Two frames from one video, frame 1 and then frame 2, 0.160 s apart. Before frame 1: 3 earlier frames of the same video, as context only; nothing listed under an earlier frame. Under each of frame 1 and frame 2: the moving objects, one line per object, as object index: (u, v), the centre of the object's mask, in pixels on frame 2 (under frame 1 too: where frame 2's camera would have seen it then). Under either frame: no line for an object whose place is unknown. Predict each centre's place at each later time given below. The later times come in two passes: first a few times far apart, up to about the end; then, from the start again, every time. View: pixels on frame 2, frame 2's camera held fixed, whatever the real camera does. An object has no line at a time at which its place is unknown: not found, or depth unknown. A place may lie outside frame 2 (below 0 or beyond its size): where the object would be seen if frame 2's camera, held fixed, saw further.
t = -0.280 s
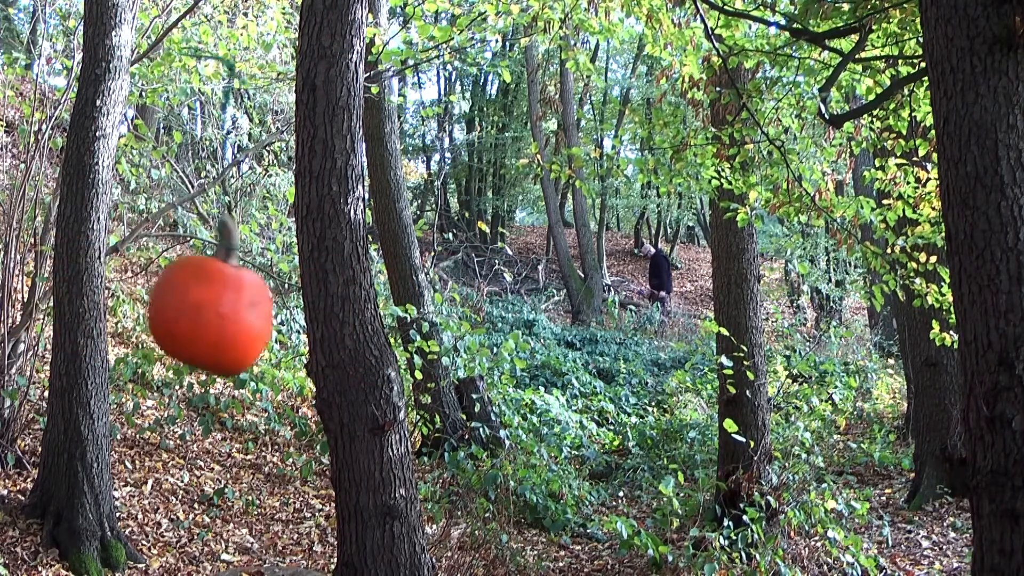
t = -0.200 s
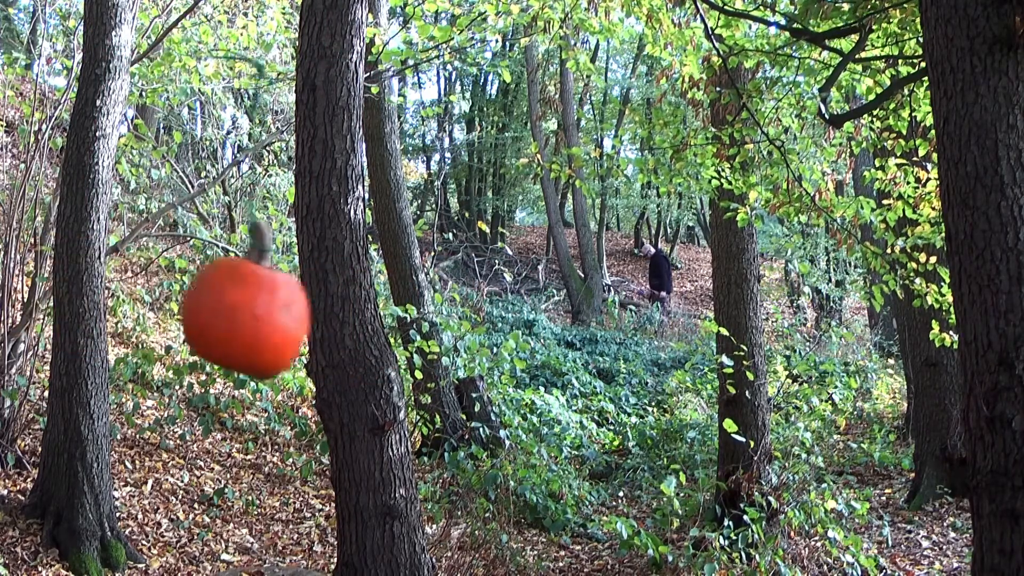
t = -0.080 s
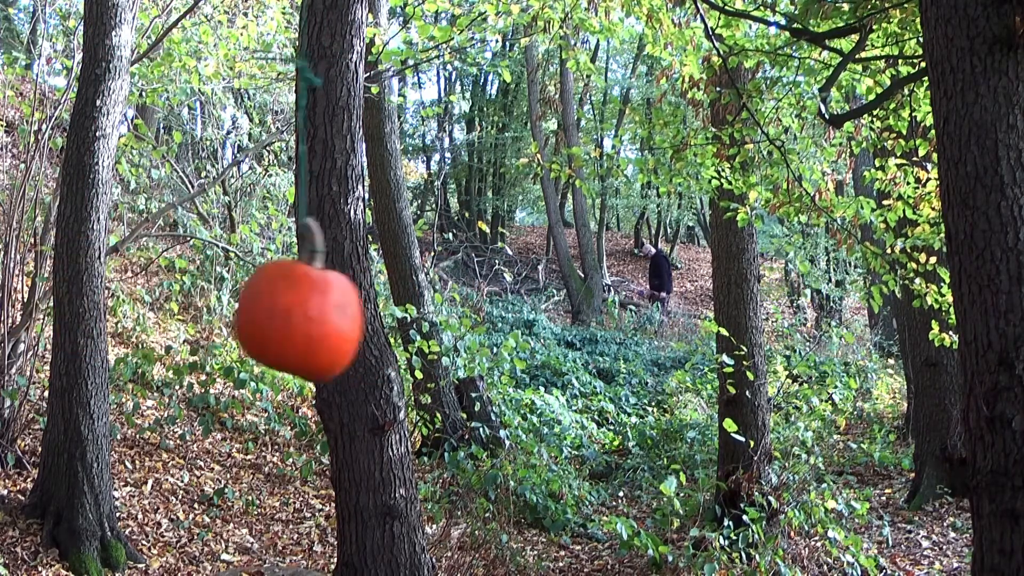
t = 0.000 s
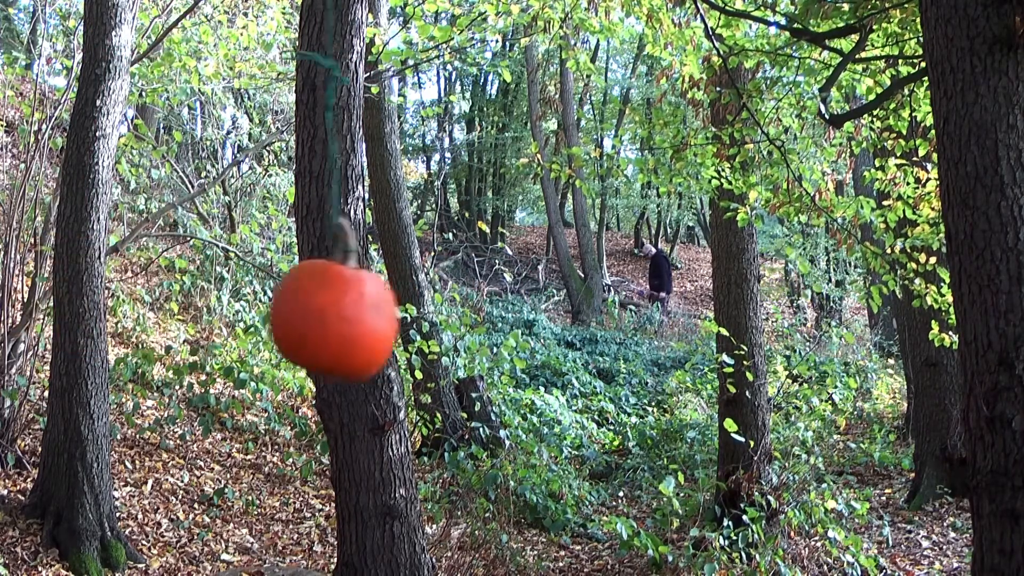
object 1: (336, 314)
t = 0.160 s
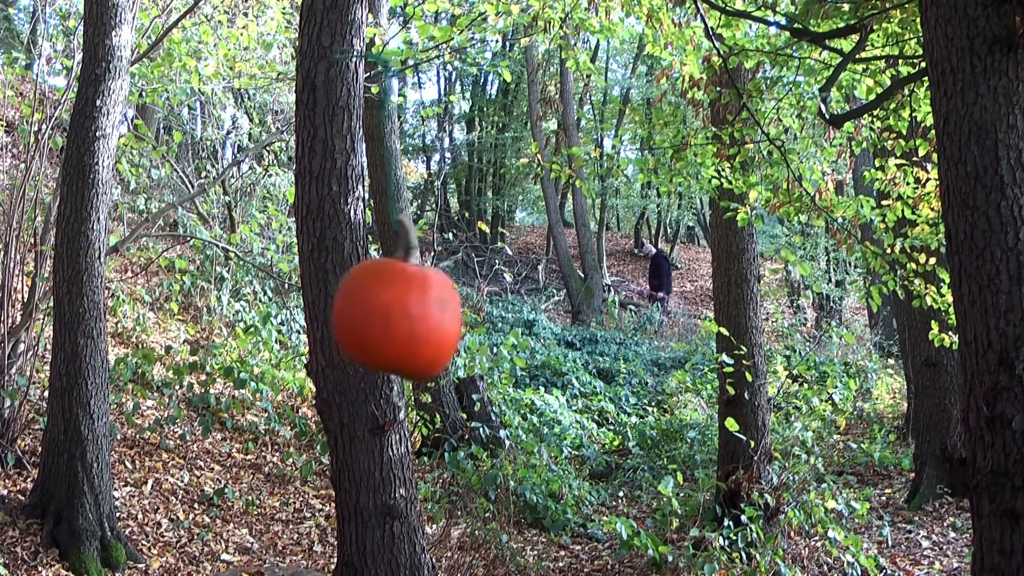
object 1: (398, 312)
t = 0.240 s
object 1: (425, 311)
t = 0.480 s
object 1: (477, 307)
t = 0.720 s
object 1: (475, 307)
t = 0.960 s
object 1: (418, 311)
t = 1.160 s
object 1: (341, 314)
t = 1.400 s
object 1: (236, 313)
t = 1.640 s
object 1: (142, 303)
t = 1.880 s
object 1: (82, 293)
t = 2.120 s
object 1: (68, 290)
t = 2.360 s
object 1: (102, 296)
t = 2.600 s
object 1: (176, 308)
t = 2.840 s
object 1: (278, 316)
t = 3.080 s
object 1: (377, 316)
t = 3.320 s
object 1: (452, 311)
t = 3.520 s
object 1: (479, 308)
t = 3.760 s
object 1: (460, 310)
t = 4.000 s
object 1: (391, 314)
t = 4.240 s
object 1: (295, 316)
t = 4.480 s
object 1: (191, 310)
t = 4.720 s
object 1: (111, 299)
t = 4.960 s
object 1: (73, 291)
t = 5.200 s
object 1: (80, 292)
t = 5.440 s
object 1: (133, 301)
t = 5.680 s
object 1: (221, 312)
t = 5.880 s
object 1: (308, 316)
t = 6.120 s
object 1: (401, 312)
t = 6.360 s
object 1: (463, 309)
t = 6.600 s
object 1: (475, 309)
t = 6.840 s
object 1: (432, 312)
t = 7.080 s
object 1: (348, 315)
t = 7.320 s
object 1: (246, 314)
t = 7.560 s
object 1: (152, 305)
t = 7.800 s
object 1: (90, 295)
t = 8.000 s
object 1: (73, 291)
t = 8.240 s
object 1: (93, 295)
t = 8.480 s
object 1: (157, 305)
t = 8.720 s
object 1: (252, 313)
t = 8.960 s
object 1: (353, 315)
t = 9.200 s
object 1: (433, 312)
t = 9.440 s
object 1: (473, 308)
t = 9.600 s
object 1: (469, 308)
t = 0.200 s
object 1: (412, 311)
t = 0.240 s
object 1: (425, 311)
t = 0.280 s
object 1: (438, 309)
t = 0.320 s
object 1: (448, 308)
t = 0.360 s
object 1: (458, 309)
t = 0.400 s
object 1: (465, 308)
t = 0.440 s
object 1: (472, 307)
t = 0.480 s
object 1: (477, 307)
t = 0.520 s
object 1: (481, 306)
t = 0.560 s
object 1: (482, 306)
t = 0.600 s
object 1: (482, 306)
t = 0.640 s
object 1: (482, 306)
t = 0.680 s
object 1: (479, 306)
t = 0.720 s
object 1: (475, 307)
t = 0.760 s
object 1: (468, 307)
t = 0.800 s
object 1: (462, 308)
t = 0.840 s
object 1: (452, 308)
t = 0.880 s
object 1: (442, 309)
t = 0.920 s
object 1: (431, 310)
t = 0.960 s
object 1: (418, 311)
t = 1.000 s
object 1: (403, 312)
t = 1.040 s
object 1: (389, 312)
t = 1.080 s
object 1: (374, 313)
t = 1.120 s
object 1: (358, 313)
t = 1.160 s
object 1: (341, 314)
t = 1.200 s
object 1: (325, 314)
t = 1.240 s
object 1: (308, 315)
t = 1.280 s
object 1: (290, 315)
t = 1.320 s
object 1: (272, 315)
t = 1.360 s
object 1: (254, 314)
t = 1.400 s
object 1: (236, 313)
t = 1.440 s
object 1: (218, 312)
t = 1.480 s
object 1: (202, 310)
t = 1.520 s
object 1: (186, 308)
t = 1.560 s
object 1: (170, 307)
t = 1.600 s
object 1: (156, 304)
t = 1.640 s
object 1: (142, 303)
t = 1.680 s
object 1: (128, 301)
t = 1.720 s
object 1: (116, 299)
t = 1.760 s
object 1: (108, 297)
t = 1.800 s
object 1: (98, 295)
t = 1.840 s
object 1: (90, 294)
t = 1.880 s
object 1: (82, 293)
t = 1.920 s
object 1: (77, 292)
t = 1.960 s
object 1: (73, 291)
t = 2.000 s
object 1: (69, 290)
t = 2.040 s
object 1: (68, 290)
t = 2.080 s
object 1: (68, 290)
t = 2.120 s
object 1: (68, 290)
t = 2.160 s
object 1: (70, 290)
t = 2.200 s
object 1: (75, 291)
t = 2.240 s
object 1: (79, 292)
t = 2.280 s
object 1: (86, 293)
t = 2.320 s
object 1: (93, 295)
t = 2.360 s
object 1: (102, 296)
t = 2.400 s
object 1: (111, 298)
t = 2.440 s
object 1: (122, 300)
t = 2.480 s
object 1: (134, 301)
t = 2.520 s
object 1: (148, 304)
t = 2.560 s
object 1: (162, 306)
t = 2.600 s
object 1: (176, 308)
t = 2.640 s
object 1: (192, 310)
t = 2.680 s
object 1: (208, 311)
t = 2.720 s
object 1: (225, 312)
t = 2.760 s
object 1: (243, 314)
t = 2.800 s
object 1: (261, 315)
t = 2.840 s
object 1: (278, 316)
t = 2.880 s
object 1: (296, 316)
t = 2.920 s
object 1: (313, 316)
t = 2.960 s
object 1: (329, 316)
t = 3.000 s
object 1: (347, 316)
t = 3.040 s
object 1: (362, 315)
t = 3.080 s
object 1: (377, 316)
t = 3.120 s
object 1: (392, 315)
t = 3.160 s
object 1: (407, 314)
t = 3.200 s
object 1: (419, 313)
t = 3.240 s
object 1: (432, 312)
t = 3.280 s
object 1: (442, 312)
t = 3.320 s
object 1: (452, 311)
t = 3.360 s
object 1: (460, 310)
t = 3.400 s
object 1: (467, 309)
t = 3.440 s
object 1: (473, 309)
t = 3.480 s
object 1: (476, 309)
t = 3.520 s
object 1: (479, 308)
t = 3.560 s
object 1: (479, 308)
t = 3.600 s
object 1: (479, 308)
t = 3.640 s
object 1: (477, 309)
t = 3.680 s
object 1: (472, 309)
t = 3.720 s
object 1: (467, 310)
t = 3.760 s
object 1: (460, 310)
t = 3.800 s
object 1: (451, 310)
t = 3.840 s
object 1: (442, 311)
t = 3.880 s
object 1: (431, 312)
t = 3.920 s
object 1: (419, 313)
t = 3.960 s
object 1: (405, 315)
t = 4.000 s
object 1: (391, 314)
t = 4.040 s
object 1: (376, 315)
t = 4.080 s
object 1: (361, 315)
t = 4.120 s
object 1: (345, 315)
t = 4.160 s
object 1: (328, 316)
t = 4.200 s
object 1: (312, 315)
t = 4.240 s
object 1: (295, 316)
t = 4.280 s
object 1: (277, 316)
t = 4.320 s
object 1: (259, 315)
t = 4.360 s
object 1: (241, 314)
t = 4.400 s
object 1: (224, 312)
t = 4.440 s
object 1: (208, 311)
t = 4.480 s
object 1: (191, 310)
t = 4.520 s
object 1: (175, 308)
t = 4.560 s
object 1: (161, 306)
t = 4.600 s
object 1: (147, 305)
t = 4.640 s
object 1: (134, 302)
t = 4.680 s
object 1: (122, 301)
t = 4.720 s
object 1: (111, 299)
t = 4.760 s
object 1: (102, 297)
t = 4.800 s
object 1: (93, 296)
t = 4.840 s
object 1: (87, 293)
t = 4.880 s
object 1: (81, 292)
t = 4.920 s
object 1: (76, 292)
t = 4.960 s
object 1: (73, 291)
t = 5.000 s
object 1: (71, 291)
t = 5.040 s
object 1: (71, 291)
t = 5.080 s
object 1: (71, 290)
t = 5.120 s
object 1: (72, 291)
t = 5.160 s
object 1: (76, 291)
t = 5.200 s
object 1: (80, 292)
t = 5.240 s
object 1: (86, 293)
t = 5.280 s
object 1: (92, 295)
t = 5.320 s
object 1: (101, 296)
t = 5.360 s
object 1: (110, 298)
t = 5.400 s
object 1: (121, 300)
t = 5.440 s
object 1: (133, 301)
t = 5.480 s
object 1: (145, 303)
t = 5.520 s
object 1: (159, 305)
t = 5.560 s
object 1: (174, 307)
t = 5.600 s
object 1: (189, 309)
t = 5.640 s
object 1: (205, 311)
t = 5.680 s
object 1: (221, 312)
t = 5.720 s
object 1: (238, 313)
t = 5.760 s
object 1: (257, 315)
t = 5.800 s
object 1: (274, 316)
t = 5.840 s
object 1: (292, 316)
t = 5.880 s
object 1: (308, 316)
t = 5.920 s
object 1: (325, 315)
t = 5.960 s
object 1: (342, 315)
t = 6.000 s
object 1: (357, 315)
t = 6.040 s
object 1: (372, 315)
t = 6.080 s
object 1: (387, 314)
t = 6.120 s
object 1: (401, 312)
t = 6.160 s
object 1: (414, 313)
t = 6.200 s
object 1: (427, 312)
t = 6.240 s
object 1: (438, 311)
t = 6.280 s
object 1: (449, 311)
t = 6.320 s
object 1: (456, 310)
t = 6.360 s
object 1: (463, 309)
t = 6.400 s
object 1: (469, 309)
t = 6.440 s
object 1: (474, 309)
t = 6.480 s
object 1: (476, 308)
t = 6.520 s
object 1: (477, 308)
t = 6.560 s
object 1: (476, 308)
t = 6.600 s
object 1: (475, 309)
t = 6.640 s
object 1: (472, 308)
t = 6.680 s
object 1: (466, 309)
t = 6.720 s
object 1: (459, 310)
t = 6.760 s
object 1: (452, 311)
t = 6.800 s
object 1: (443, 312)
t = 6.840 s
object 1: (432, 312)
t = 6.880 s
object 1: (420, 313)
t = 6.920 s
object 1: (407, 314)
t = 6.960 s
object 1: (393, 313)
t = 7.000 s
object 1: (378, 315)
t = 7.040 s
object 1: (364, 315)
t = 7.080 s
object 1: (348, 315)
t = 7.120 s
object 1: (331, 316)
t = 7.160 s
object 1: (315, 315)
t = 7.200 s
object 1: (298, 316)
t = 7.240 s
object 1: (281, 317)
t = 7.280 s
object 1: (263, 315)
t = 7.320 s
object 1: (246, 314)
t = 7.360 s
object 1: (227, 314)
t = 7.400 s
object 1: (212, 312)
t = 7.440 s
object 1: (195, 310)
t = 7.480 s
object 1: (180, 309)
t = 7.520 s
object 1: (166, 307)
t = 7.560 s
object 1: (152, 305)
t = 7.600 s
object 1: (138, 303)
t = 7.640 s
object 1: (126, 301)
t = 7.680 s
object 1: (116, 300)
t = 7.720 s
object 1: (107, 298)
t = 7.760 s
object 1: (98, 296)
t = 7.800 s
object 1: (90, 295)
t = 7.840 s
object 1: (84, 294)
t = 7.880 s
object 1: (80, 292)
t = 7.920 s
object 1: (76, 292)
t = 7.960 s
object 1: (74, 291)
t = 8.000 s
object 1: (73, 291)
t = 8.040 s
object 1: (73, 291)
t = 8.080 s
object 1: (74, 291)
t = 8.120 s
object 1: (77, 292)
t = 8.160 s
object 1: (81, 293)
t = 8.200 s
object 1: (87, 293)
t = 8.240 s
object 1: (93, 295)
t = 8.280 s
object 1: (101, 296)
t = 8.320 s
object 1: (109, 298)
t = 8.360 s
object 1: (120, 300)
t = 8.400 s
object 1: (131, 302)
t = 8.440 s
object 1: (144, 303)
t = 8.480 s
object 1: (157, 305)
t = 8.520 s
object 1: (171, 307)
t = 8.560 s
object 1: (186, 309)
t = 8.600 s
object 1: (202, 310)
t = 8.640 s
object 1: (218, 312)
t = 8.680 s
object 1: (234, 313)
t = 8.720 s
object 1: (252, 313)
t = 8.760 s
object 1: (270, 315)
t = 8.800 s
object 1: (287, 315)
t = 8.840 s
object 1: (303, 315)
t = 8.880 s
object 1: (320, 315)
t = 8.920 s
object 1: (337, 315)
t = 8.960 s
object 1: (353, 315)
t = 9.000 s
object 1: (367, 315)
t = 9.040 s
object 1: (381, 315)
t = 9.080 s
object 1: (396, 314)
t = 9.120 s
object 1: (409, 312)
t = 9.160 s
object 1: (422, 312)
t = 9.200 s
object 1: (433, 312)
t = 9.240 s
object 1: (443, 310)
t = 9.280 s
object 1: (452, 310)
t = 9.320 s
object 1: (459, 309)
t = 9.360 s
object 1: (464, 309)
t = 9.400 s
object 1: (469, 307)
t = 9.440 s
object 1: (473, 308)
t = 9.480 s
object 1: (473, 308)
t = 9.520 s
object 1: (474, 308)
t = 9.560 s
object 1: (472, 308)
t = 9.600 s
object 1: (469, 308)
